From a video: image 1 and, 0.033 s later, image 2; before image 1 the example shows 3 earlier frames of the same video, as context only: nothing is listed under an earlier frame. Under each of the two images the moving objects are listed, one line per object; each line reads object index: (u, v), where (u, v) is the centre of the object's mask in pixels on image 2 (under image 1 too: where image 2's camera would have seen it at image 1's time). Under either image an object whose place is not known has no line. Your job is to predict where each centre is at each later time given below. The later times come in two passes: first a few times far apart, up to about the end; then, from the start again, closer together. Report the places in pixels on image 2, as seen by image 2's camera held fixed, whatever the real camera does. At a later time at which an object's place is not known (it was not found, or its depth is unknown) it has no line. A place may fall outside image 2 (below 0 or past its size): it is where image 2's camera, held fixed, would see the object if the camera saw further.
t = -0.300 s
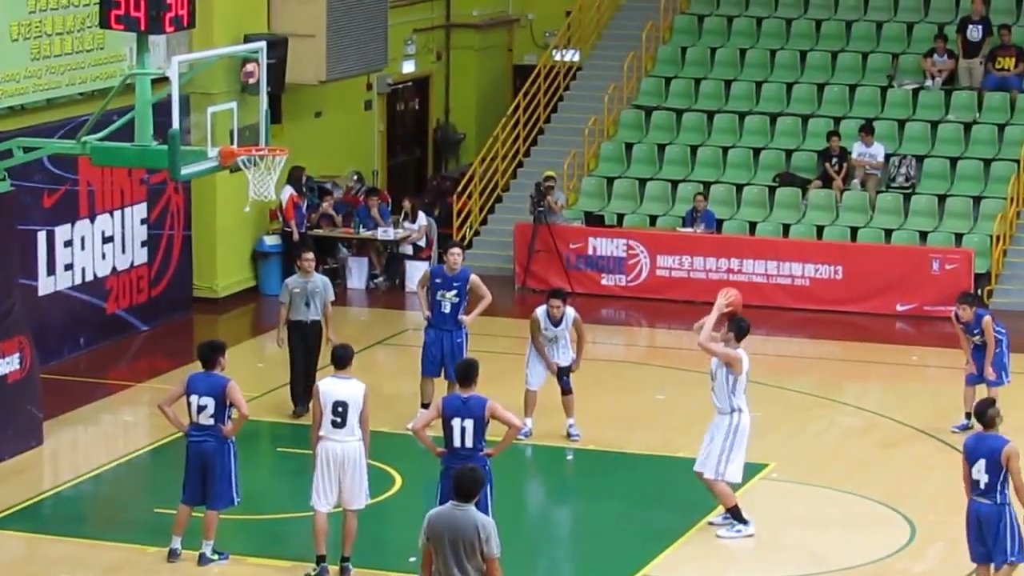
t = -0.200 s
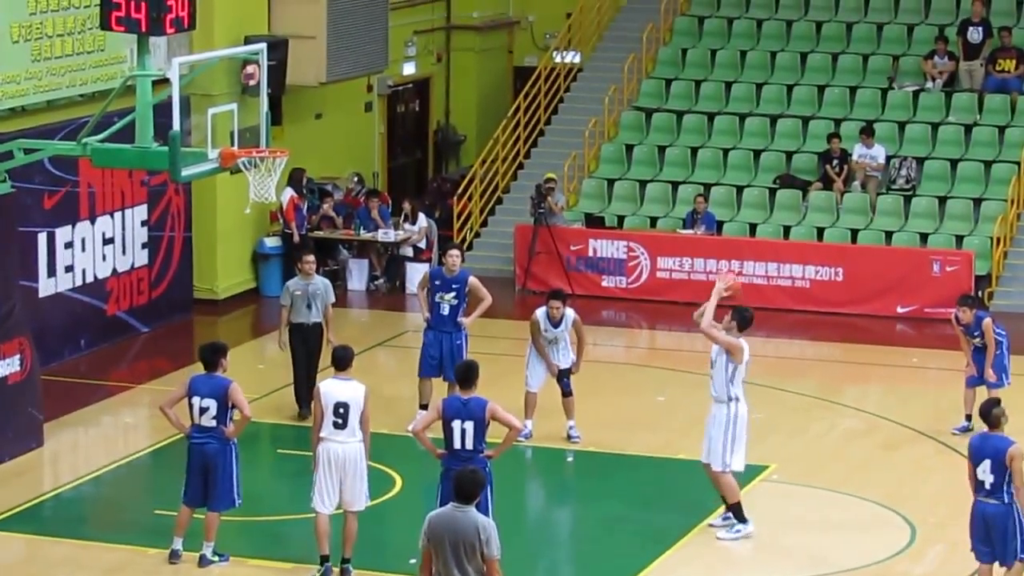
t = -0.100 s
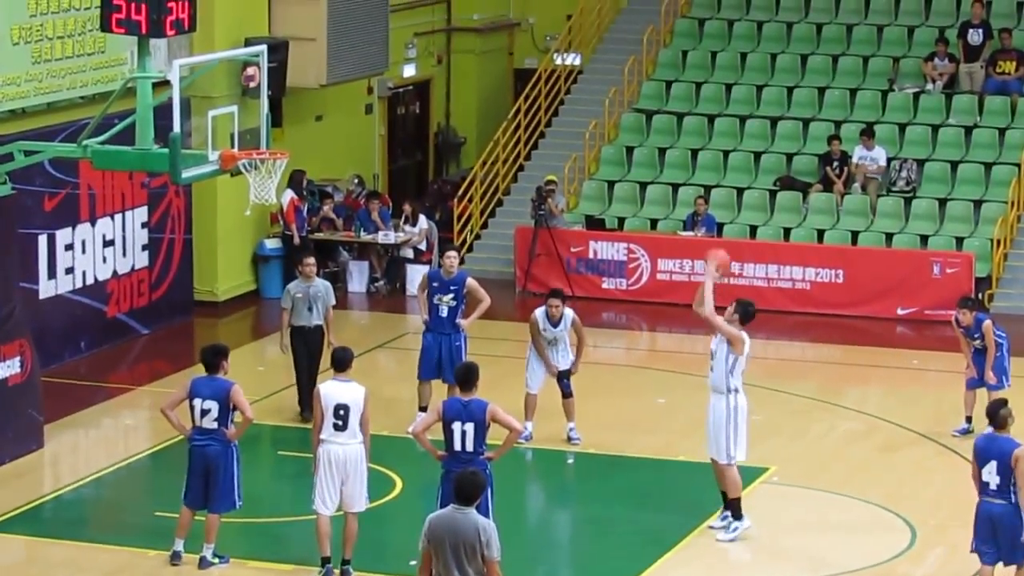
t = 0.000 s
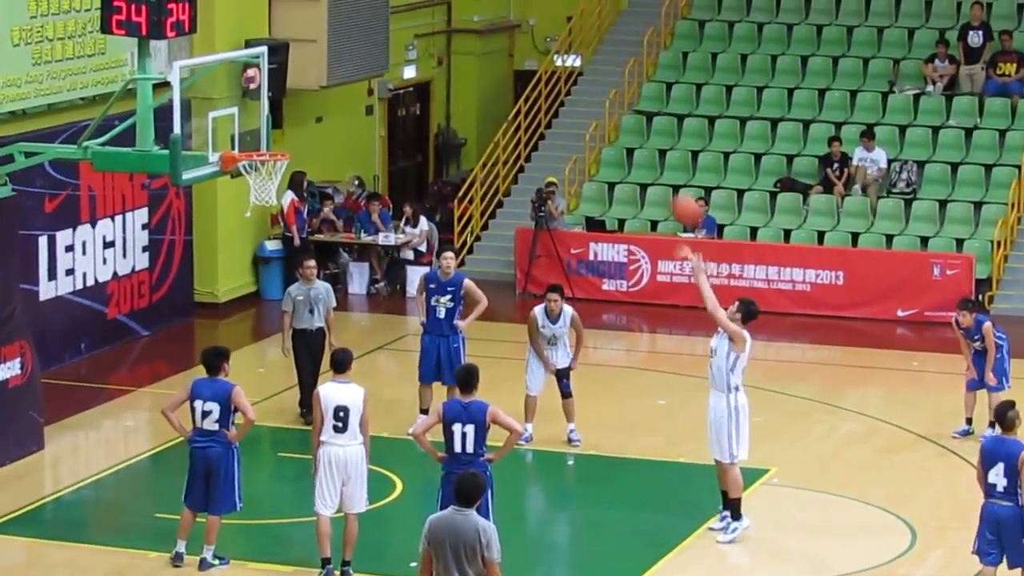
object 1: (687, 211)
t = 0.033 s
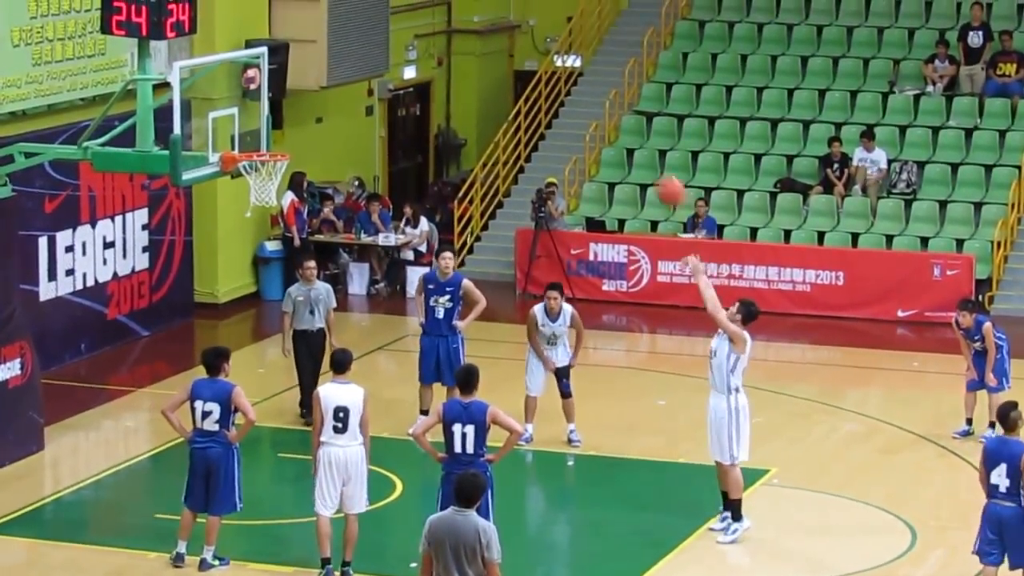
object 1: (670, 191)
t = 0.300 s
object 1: (550, 76)
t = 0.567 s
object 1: (435, 43)
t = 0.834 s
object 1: (323, 84)
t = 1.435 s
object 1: (268, 198)
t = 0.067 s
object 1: (655, 171)
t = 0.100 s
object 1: (640, 155)
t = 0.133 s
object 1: (626, 138)
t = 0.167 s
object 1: (610, 124)
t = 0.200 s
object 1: (595, 110)
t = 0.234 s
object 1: (580, 98)
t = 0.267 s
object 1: (566, 87)
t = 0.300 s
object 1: (550, 76)
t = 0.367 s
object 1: (522, 61)
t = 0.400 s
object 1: (507, 54)
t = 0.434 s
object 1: (493, 50)
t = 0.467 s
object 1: (478, 45)
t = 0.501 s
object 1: (463, 43)
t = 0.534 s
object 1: (449, 42)
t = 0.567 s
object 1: (435, 43)
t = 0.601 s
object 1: (420, 44)
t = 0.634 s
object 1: (406, 45)
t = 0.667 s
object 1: (391, 49)
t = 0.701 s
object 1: (377, 53)
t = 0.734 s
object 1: (364, 59)
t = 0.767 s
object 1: (350, 67)
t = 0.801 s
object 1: (337, 75)
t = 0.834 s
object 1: (323, 84)
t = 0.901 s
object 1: (294, 107)
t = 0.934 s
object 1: (282, 119)
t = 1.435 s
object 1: (268, 198)
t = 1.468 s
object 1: (266, 206)
